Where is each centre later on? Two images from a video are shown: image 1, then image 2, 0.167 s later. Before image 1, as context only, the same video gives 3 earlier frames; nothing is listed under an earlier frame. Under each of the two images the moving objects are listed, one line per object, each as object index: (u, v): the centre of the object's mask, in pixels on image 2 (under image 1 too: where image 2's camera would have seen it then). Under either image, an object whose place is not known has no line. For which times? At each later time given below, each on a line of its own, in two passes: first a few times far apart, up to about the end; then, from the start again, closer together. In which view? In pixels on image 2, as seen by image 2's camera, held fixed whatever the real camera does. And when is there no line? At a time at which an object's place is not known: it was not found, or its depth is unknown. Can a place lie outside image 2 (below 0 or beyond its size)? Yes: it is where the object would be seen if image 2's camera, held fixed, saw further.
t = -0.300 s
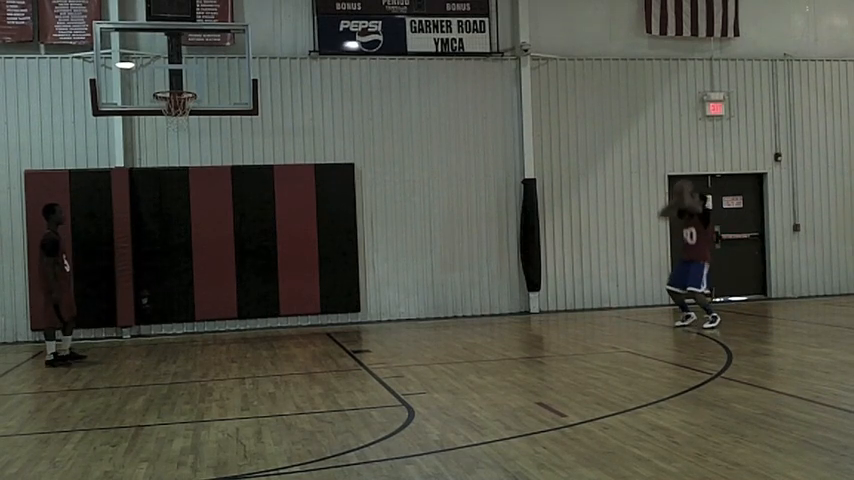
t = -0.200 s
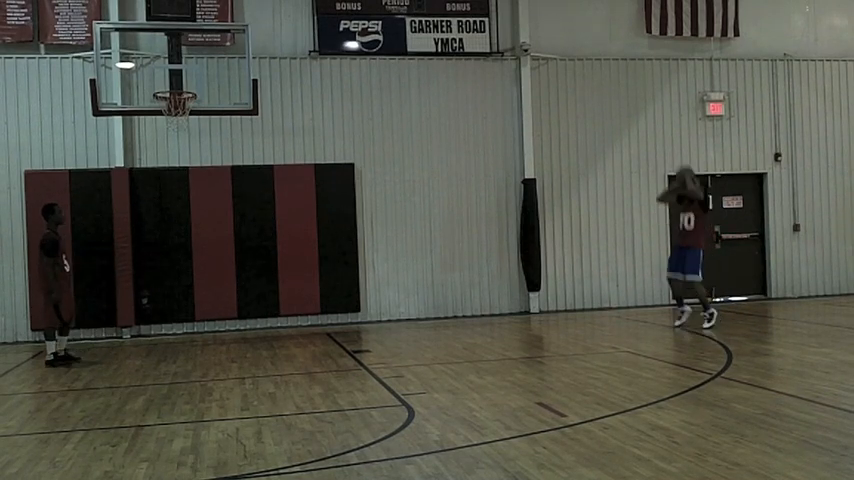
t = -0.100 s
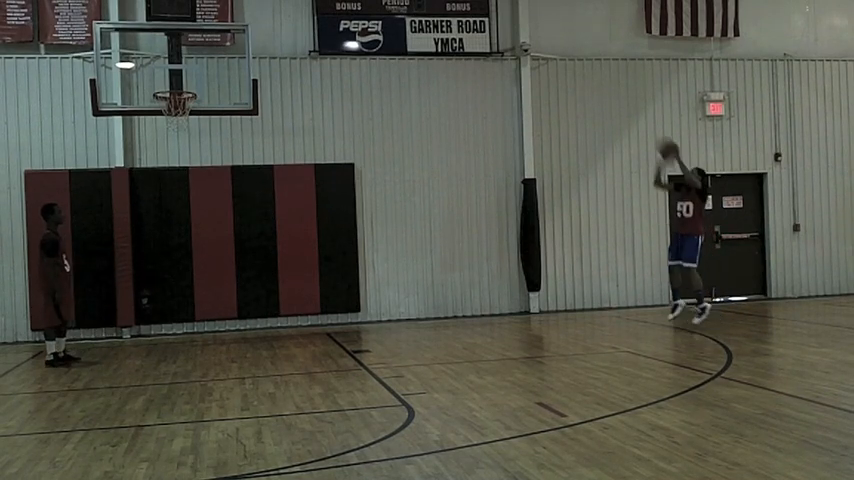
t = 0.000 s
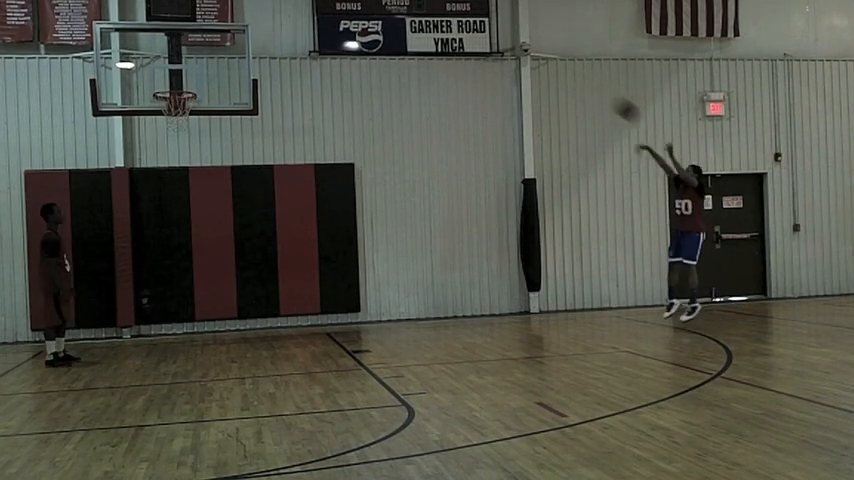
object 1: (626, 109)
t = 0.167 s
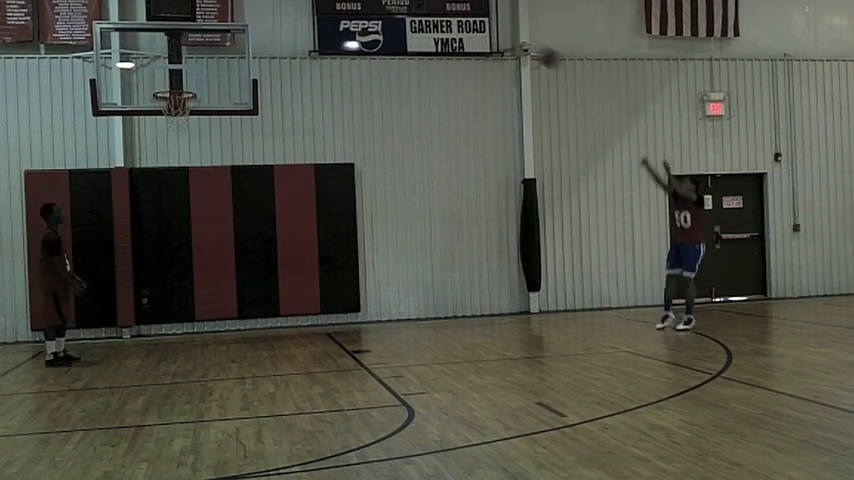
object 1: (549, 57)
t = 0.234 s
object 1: (520, 43)
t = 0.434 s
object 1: (423, 13)
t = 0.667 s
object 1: (296, 31)
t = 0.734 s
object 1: (281, 37)
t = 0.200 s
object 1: (534, 50)
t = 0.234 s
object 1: (520, 43)
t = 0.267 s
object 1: (503, 38)
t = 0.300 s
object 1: (485, 30)
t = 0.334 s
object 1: (470, 27)
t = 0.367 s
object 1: (455, 22)
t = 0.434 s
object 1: (423, 13)
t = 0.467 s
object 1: (410, 11)
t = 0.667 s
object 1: (296, 31)
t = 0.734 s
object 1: (281, 37)
